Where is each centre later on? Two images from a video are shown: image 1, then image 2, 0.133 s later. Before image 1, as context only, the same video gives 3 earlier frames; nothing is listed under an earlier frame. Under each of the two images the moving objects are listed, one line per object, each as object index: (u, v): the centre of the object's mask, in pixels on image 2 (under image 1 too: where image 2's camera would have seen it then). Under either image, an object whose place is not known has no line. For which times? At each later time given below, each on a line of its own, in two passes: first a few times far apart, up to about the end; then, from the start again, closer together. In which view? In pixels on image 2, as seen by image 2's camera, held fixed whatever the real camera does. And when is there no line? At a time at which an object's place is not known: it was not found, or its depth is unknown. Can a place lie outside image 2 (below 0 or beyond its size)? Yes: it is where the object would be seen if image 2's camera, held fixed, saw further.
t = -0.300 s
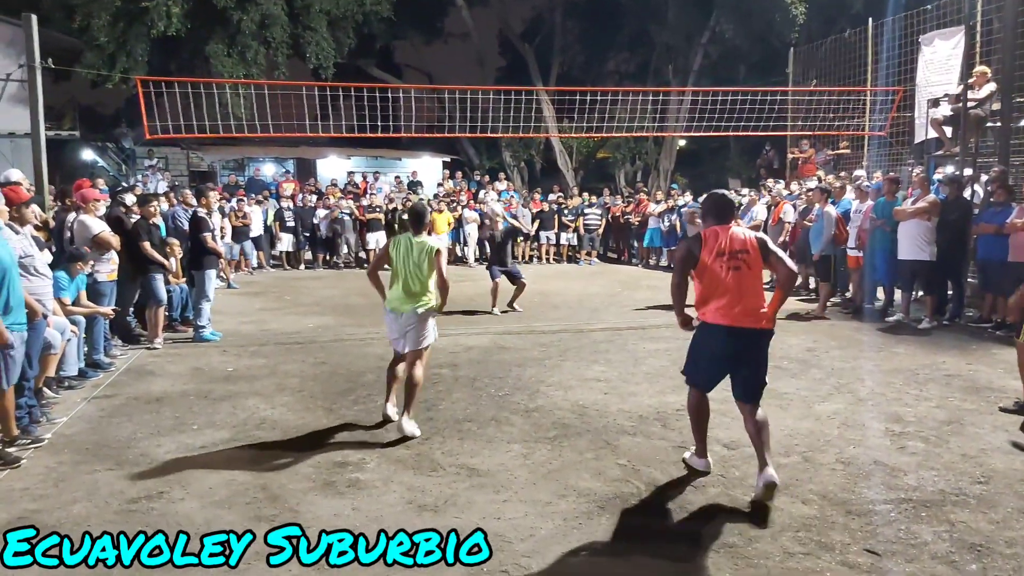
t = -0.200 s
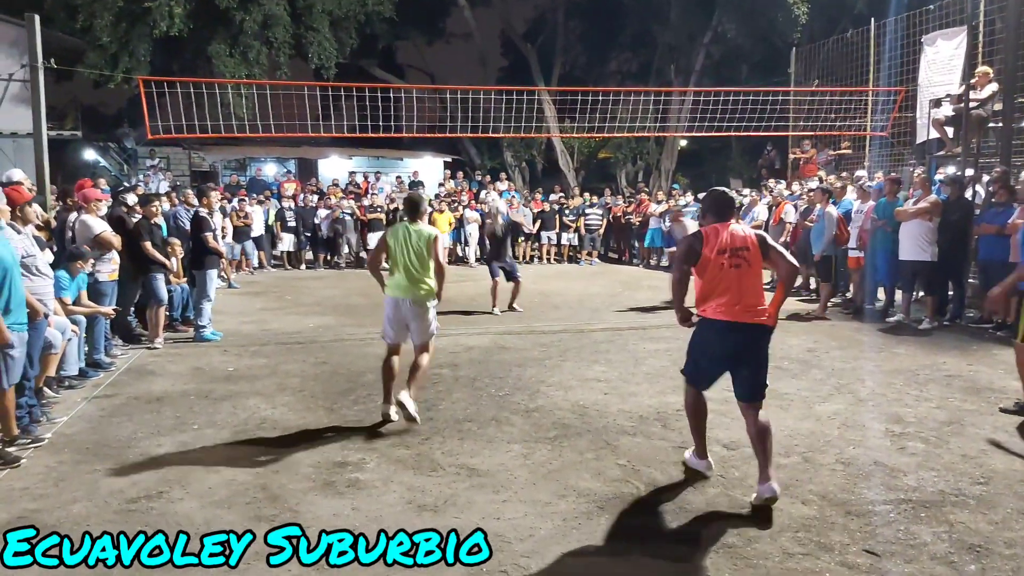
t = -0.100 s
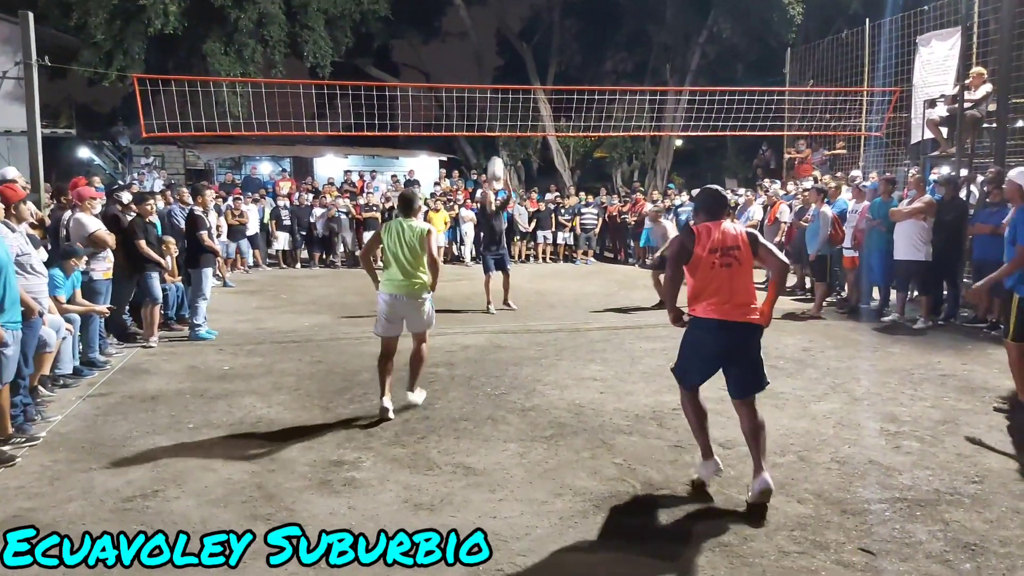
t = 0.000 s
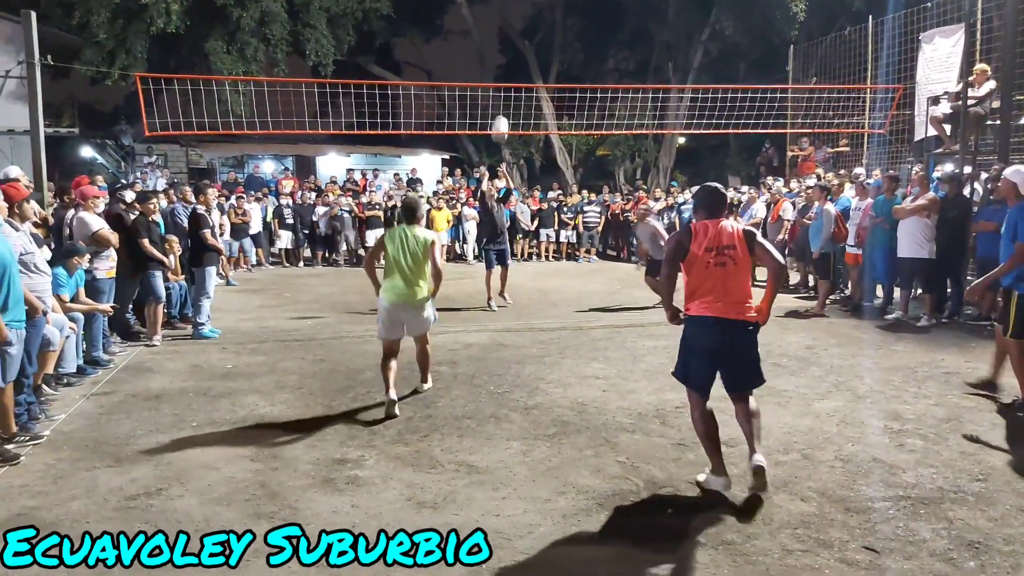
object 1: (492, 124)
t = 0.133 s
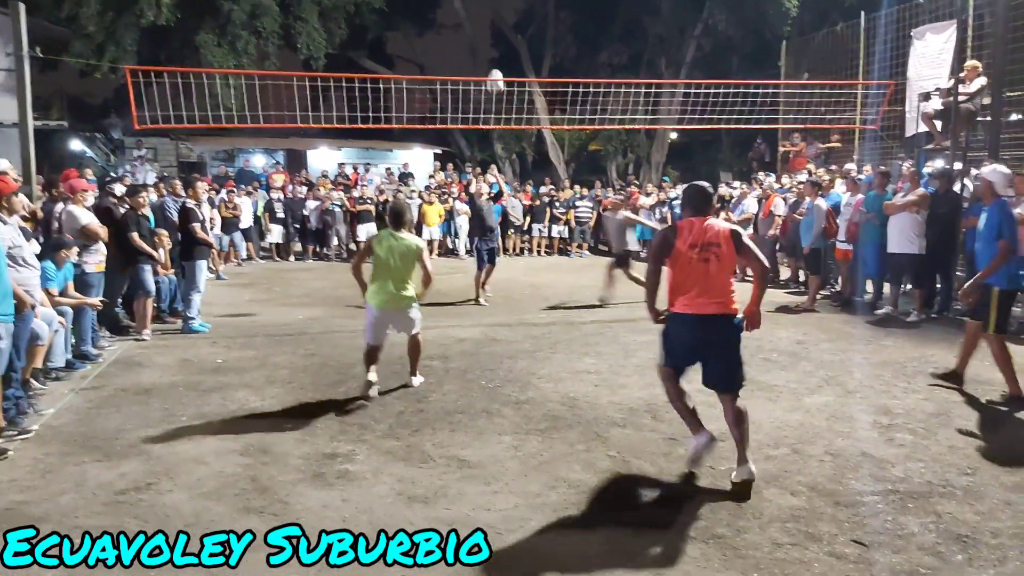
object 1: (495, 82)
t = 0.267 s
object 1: (498, 53)
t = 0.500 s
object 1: (504, 37)
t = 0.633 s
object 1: (506, 43)
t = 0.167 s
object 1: (496, 70)
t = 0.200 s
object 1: (496, 66)
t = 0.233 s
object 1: (497, 59)
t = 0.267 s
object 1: (498, 53)
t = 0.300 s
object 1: (499, 49)
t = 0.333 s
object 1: (500, 44)
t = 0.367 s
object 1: (501, 41)
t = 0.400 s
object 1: (501, 39)
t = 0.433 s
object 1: (502, 38)
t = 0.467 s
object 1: (503, 37)
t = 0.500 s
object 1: (504, 37)
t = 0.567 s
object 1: (504, 38)
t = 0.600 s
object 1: (505, 41)
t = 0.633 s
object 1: (506, 43)
